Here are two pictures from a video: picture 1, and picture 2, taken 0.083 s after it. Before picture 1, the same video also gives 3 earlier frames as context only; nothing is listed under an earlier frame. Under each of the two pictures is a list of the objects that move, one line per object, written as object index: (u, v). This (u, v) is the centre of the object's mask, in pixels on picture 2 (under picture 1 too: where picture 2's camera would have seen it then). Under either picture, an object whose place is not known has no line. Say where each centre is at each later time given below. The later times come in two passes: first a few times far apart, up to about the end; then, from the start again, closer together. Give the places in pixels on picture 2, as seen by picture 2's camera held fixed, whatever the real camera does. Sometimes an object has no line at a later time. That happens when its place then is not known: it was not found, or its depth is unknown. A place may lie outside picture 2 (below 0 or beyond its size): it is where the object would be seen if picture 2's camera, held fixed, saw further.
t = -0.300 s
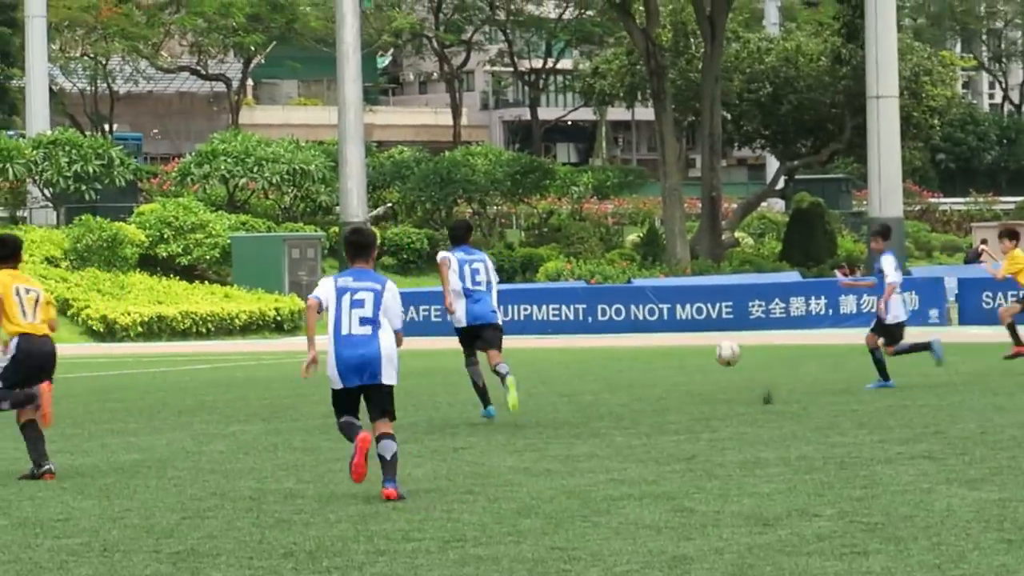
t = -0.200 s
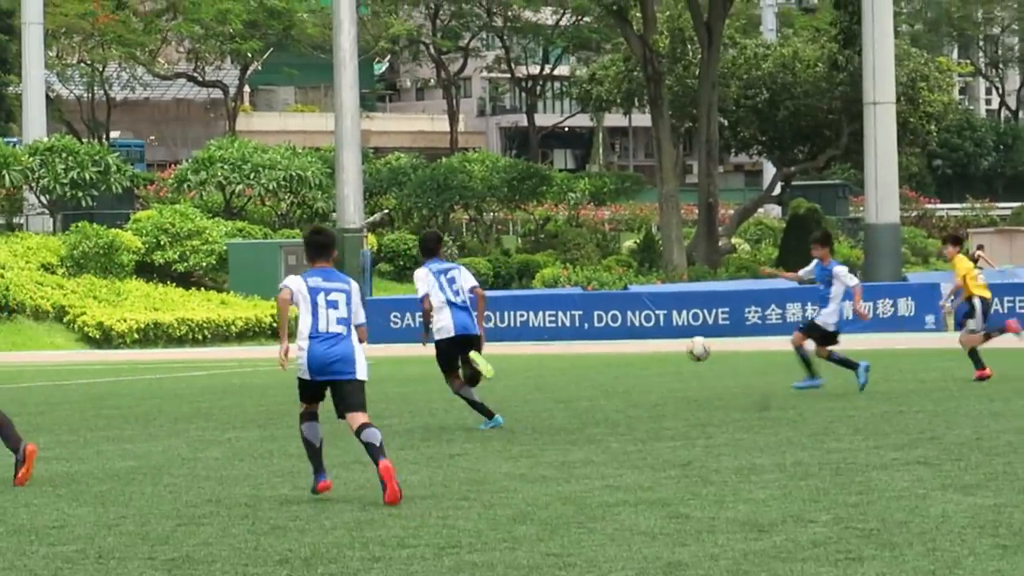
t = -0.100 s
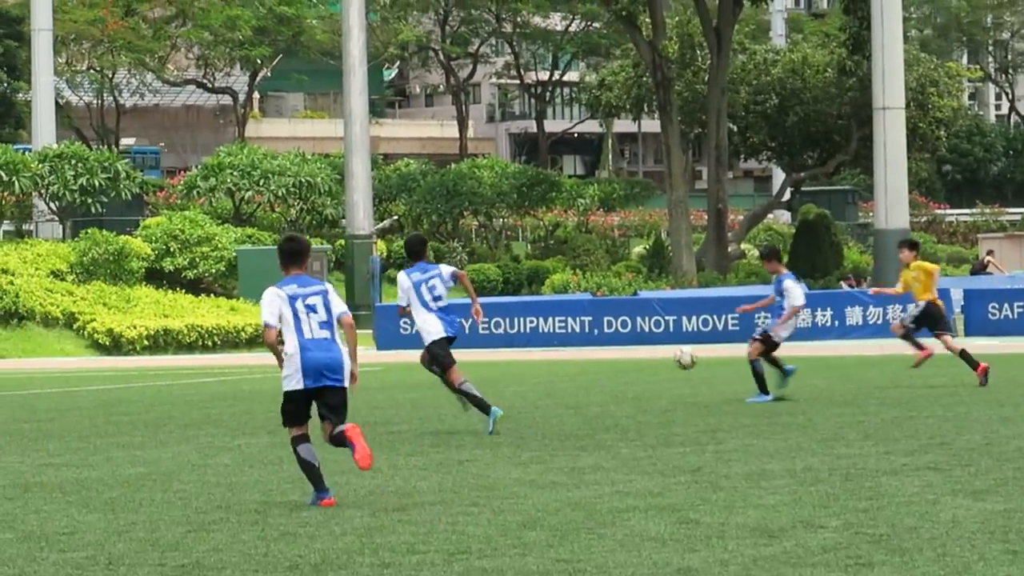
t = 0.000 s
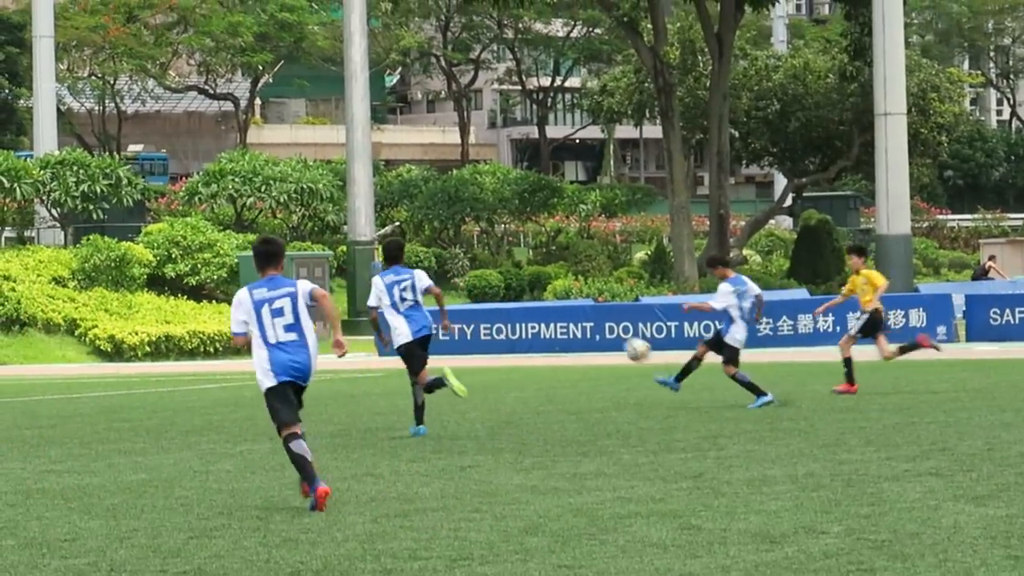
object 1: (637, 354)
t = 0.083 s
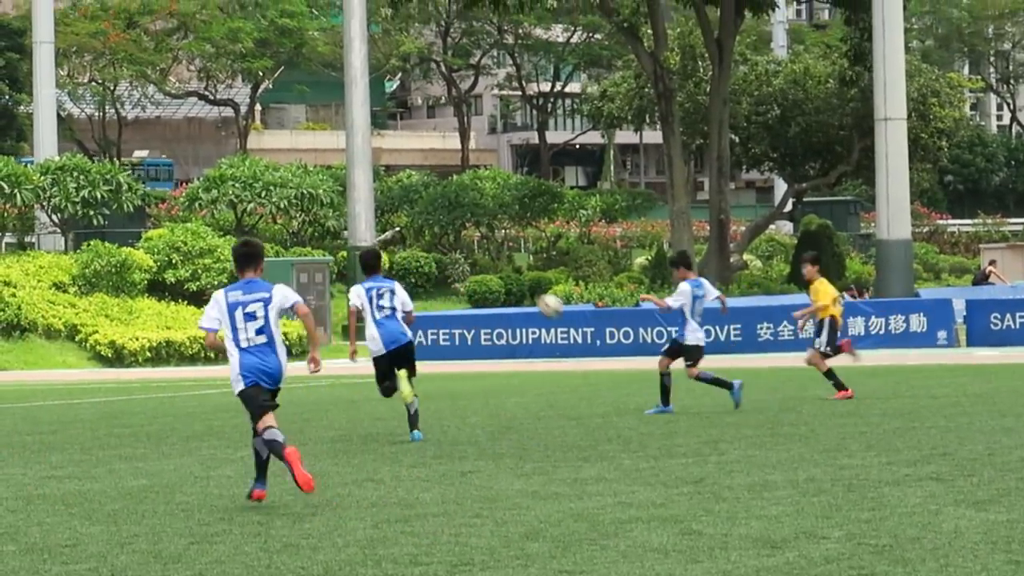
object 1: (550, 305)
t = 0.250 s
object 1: (383, 232)
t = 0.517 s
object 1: (131, 174)
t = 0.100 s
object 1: (532, 296)
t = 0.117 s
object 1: (516, 289)
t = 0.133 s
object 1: (499, 279)
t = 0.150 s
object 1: (482, 271)
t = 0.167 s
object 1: (464, 265)
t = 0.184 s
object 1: (448, 257)
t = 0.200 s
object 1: (431, 250)
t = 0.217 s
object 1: (414, 242)
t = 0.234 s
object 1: (398, 236)
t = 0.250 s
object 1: (383, 232)
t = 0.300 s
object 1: (332, 213)
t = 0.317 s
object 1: (315, 208)
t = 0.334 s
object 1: (298, 204)
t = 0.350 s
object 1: (283, 200)
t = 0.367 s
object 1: (266, 196)
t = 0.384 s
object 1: (250, 192)
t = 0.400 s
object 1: (233, 188)
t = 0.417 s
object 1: (216, 185)
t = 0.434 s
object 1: (201, 181)
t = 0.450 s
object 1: (184, 179)
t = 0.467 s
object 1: (167, 177)
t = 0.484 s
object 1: (152, 175)
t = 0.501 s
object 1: (140, 173)
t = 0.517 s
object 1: (131, 174)
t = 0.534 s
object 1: (115, 172)
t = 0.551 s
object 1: (100, 170)
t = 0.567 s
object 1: (84, 170)
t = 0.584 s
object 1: (68, 170)
